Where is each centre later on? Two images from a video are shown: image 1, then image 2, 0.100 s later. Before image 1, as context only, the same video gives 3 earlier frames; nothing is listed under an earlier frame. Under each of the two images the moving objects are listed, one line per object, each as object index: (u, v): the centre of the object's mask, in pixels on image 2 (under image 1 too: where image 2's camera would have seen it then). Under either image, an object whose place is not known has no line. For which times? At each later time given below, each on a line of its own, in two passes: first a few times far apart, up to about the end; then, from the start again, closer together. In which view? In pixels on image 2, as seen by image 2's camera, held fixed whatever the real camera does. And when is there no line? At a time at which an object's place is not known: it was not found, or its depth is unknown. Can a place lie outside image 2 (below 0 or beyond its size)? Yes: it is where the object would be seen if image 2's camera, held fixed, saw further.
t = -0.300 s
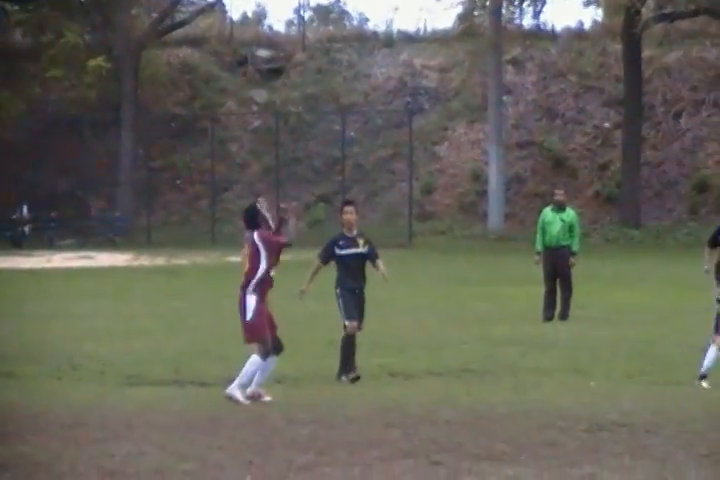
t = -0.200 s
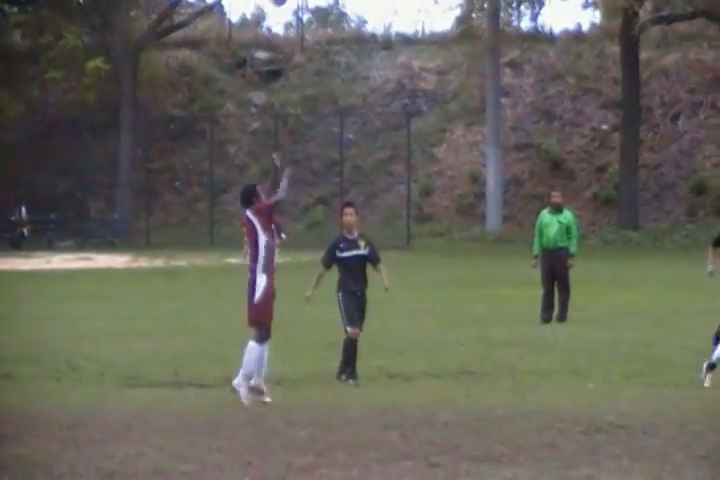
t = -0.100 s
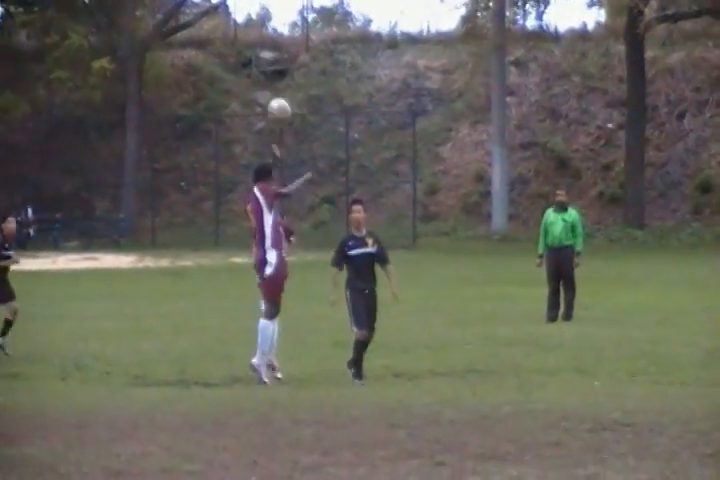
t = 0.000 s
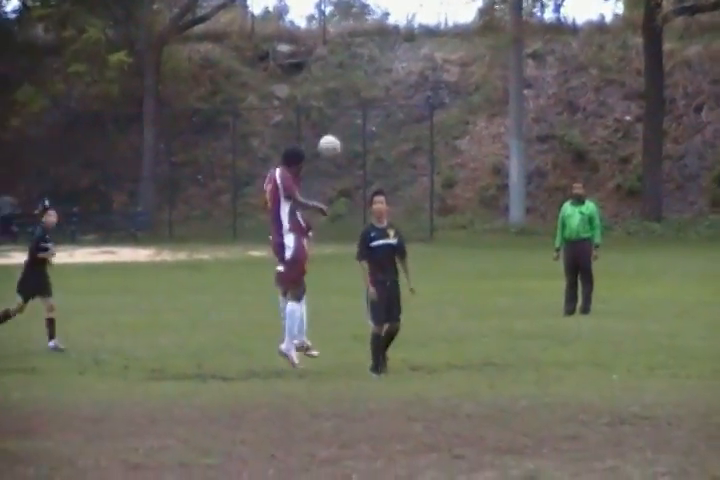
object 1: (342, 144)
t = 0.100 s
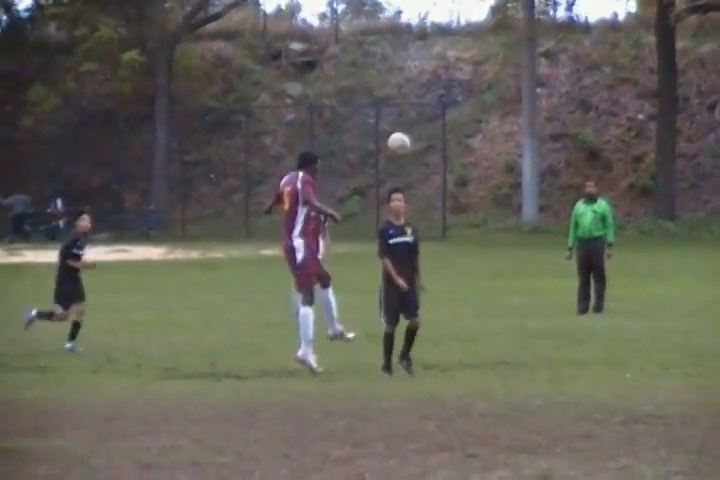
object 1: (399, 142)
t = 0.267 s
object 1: (489, 168)
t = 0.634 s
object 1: (668, 329)
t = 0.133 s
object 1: (417, 144)
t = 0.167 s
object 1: (436, 149)
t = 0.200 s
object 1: (454, 153)
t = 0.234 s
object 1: (471, 159)
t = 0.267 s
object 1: (489, 168)
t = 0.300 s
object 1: (506, 176)
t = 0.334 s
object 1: (523, 188)
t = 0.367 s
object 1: (541, 197)
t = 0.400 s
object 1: (557, 208)
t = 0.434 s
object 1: (573, 223)
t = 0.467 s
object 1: (590, 237)
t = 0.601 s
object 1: (653, 308)
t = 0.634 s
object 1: (668, 329)
